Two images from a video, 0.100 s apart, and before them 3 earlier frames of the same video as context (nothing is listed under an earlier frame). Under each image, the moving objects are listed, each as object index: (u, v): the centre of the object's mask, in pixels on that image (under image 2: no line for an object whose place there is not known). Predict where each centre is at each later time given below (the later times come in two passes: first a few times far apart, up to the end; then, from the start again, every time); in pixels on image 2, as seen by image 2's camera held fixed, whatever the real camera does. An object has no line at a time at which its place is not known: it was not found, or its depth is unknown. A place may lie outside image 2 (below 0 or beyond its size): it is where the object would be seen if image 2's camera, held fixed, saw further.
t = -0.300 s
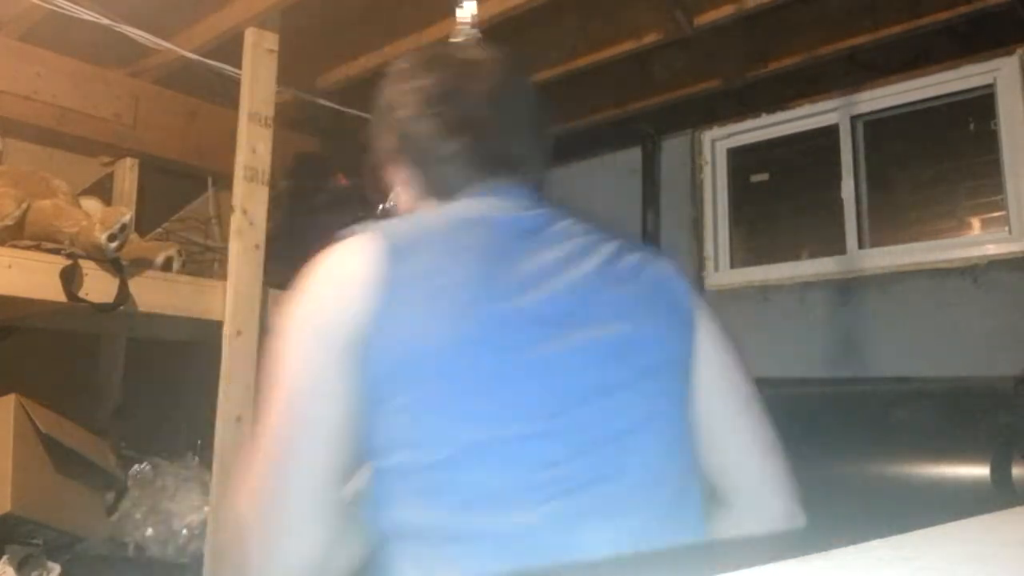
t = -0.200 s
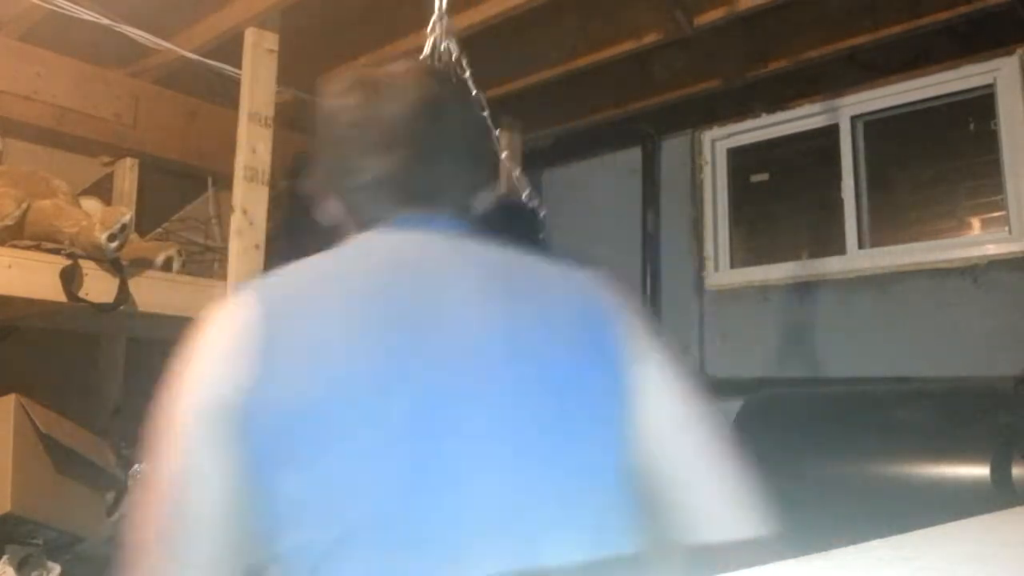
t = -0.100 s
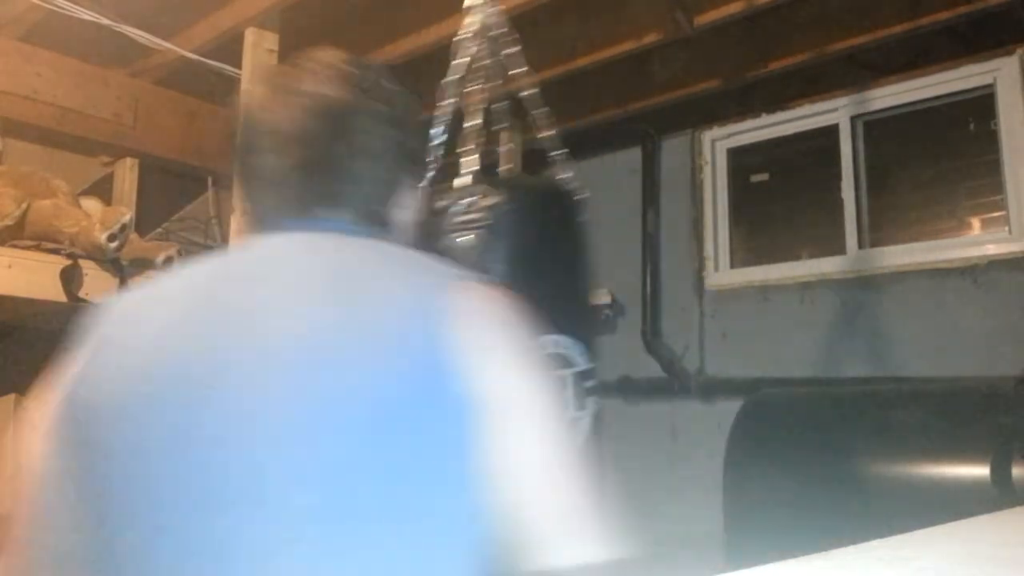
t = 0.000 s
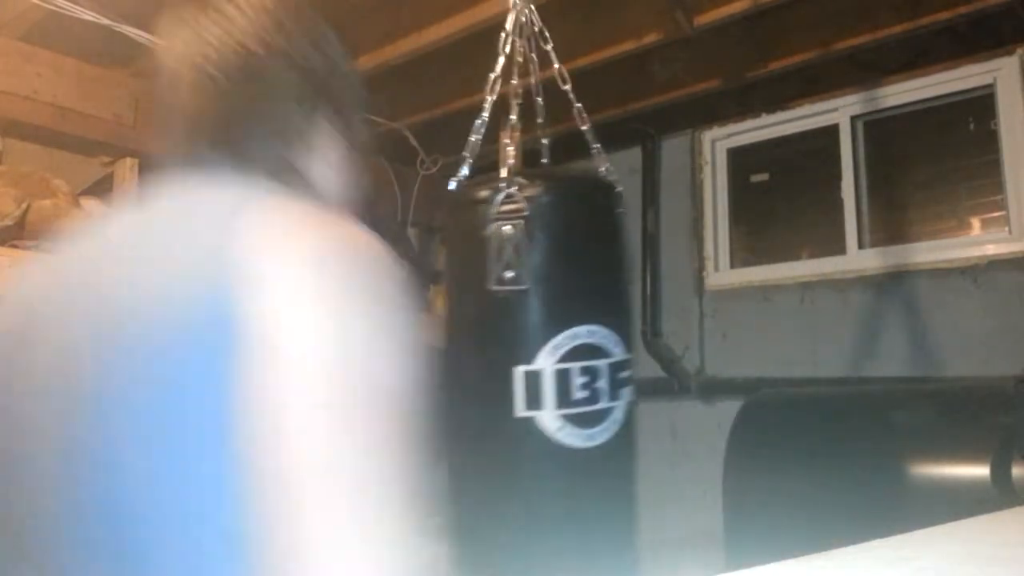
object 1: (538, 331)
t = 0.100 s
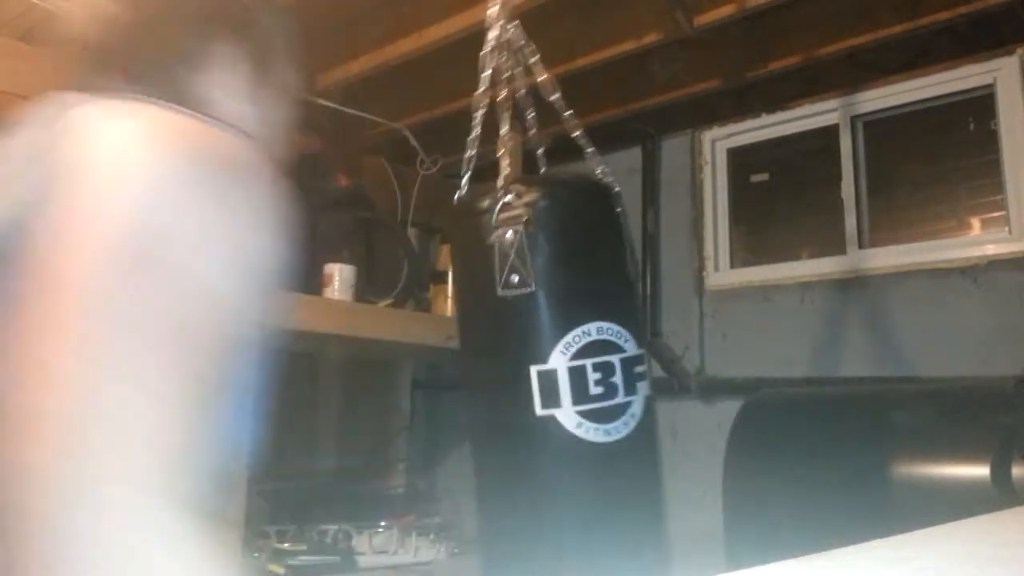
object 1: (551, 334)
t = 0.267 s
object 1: (566, 340)
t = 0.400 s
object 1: (579, 341)
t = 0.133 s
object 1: (552, 338)
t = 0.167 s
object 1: (553, 342)
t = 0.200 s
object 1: (555, 344)
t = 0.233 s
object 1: (560, 341)
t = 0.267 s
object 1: (566, 340)
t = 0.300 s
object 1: (573, 339)
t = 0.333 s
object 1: (578, 341)
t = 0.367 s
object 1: (581, 343)
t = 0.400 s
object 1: (579, 341)
